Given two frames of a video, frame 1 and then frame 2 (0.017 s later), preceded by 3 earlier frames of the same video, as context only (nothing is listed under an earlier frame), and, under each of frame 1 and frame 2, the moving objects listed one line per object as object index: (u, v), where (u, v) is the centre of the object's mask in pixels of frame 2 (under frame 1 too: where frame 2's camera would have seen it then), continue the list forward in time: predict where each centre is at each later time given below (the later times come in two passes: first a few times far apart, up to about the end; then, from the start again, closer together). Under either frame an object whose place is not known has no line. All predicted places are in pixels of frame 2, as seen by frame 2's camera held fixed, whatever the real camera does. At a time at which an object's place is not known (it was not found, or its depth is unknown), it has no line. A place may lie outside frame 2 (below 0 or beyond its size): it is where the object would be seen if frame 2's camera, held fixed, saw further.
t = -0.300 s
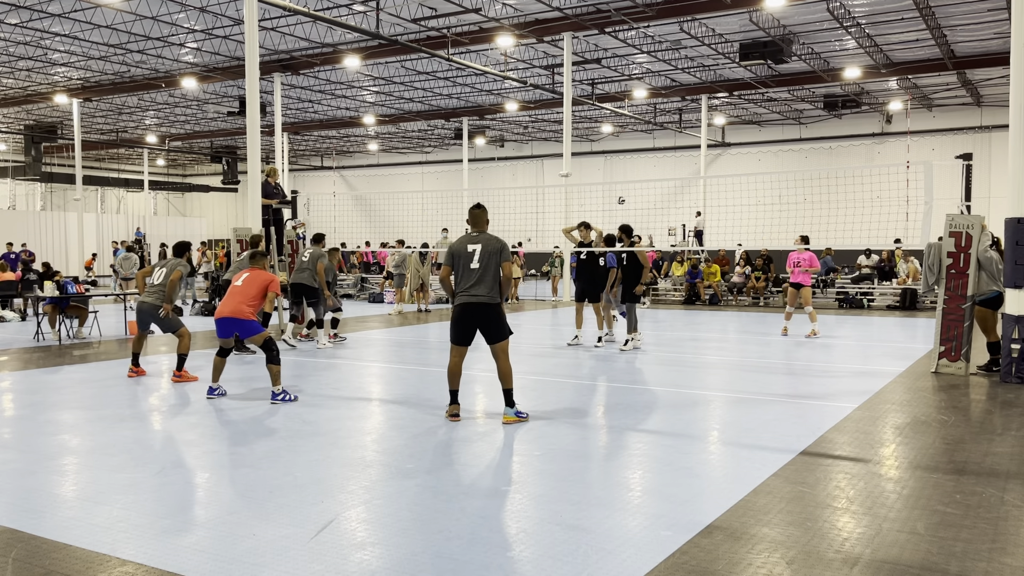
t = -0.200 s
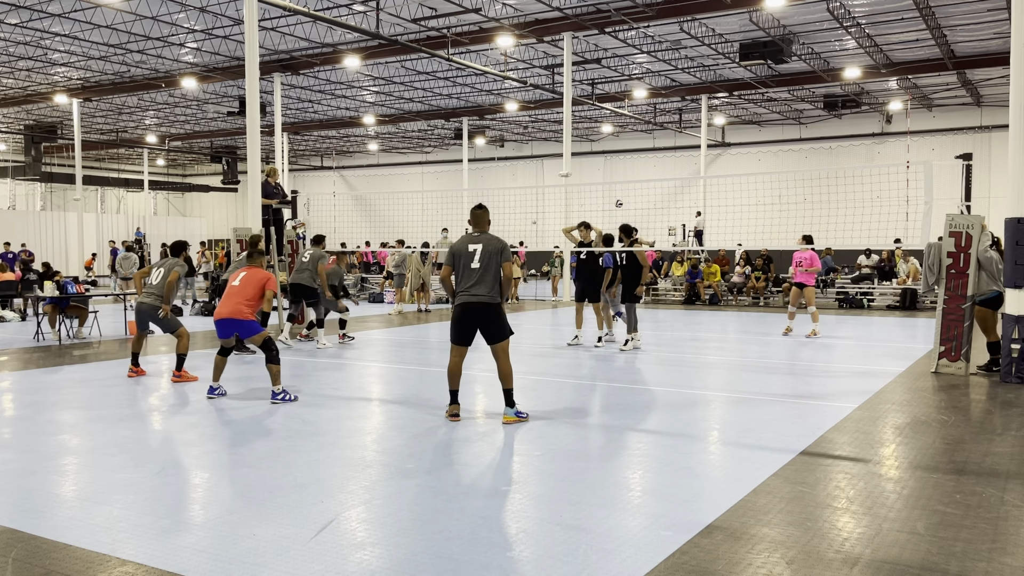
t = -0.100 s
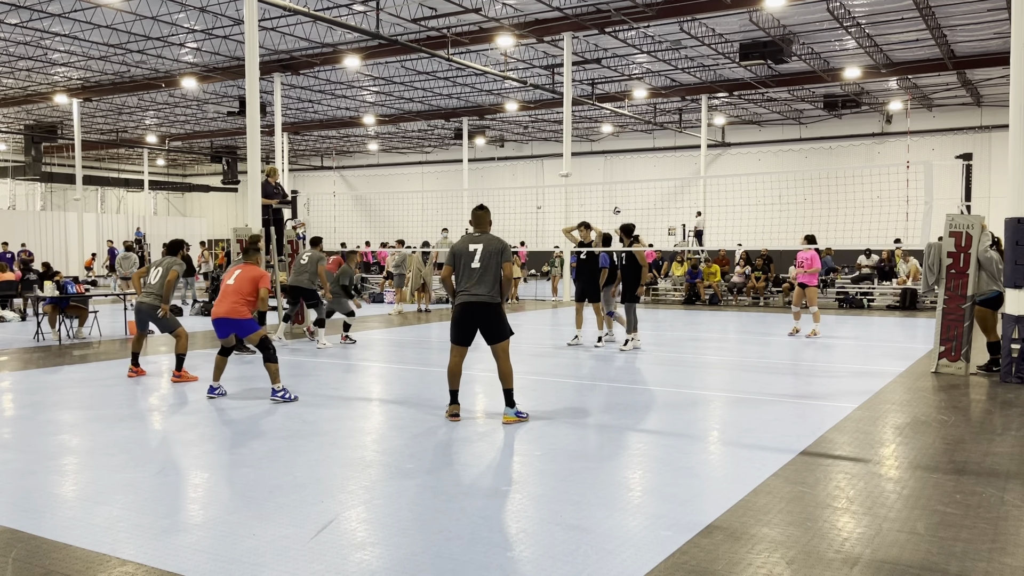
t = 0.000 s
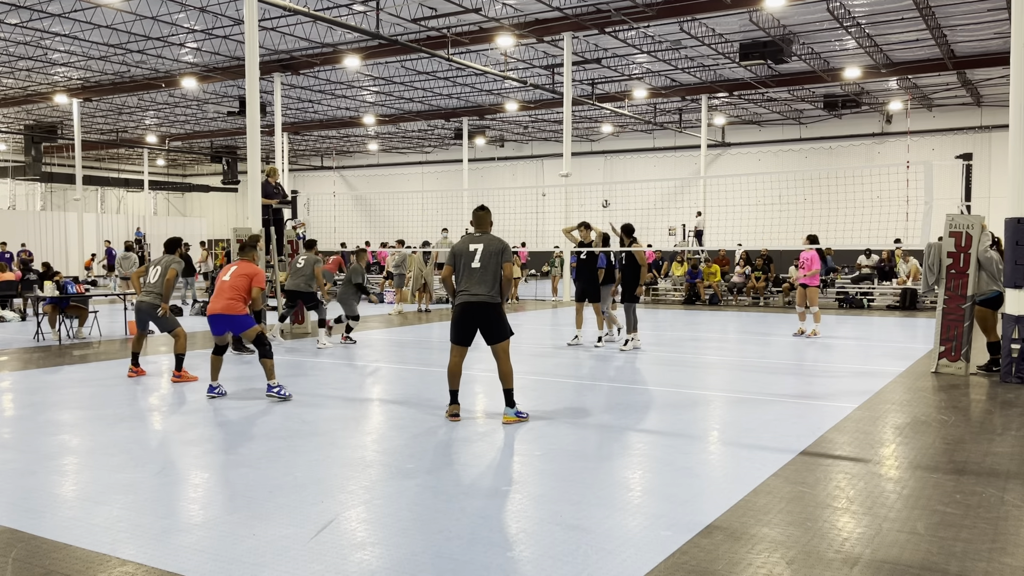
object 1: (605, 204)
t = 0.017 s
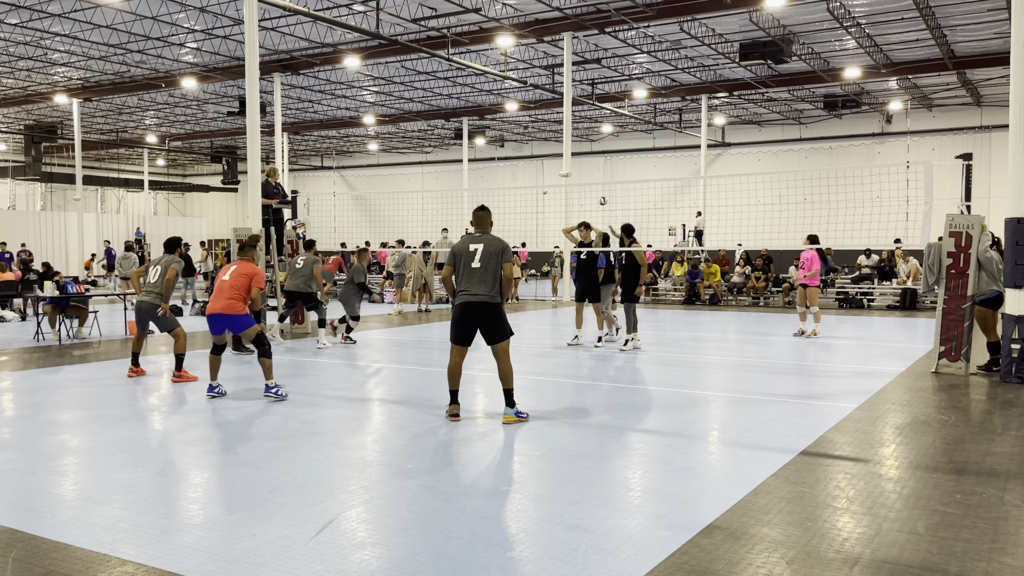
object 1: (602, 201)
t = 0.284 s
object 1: (554, 174)
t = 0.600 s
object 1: (468, 190)
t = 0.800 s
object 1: (385, 252)
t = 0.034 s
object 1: (600, 199)
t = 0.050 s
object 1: (597, 196)
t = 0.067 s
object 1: (594, 194)
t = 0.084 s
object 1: (592, 192)
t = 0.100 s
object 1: (588, 190)
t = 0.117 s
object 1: (585, 189)
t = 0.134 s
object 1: (583, 187)
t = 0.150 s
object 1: (580, 185)
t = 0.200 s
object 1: (570, 178)
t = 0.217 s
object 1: (566, 177)
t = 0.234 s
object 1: (563, 176)
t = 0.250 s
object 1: (560, 175)
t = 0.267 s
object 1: (557, 175)
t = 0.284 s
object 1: (554, 174)
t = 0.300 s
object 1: (550, 173)
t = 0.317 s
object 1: (546, 172)
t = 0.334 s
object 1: (542, 172)
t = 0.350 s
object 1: (539, 172)
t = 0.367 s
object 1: (535, 172)
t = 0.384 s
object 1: (531, 172)
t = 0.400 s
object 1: (527, 172)
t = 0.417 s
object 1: (523, 173)
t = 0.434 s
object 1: (519, 173)
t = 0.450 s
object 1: (514, 174)
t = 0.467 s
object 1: (510, 175)
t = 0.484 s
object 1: (505, 175)
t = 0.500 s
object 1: (501, 176)
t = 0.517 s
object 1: (496, 178)
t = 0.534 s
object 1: (491, 180)
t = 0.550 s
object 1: (485, 182)
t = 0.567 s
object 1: (480, 184)
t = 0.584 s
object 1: (474, 187)
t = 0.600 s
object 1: (468, 190)
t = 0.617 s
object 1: (462, 193)
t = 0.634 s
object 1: (456, 196)
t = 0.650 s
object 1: (450, 200)
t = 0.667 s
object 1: (443, 204)
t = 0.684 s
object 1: (437, 208)
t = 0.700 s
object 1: (430, 213)
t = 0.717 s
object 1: (423, 218)
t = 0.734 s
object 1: (415, 224)
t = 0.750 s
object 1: (407, 230)
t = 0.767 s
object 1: (400, 237)
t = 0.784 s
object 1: (391, 245)
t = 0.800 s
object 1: (385, 252)
